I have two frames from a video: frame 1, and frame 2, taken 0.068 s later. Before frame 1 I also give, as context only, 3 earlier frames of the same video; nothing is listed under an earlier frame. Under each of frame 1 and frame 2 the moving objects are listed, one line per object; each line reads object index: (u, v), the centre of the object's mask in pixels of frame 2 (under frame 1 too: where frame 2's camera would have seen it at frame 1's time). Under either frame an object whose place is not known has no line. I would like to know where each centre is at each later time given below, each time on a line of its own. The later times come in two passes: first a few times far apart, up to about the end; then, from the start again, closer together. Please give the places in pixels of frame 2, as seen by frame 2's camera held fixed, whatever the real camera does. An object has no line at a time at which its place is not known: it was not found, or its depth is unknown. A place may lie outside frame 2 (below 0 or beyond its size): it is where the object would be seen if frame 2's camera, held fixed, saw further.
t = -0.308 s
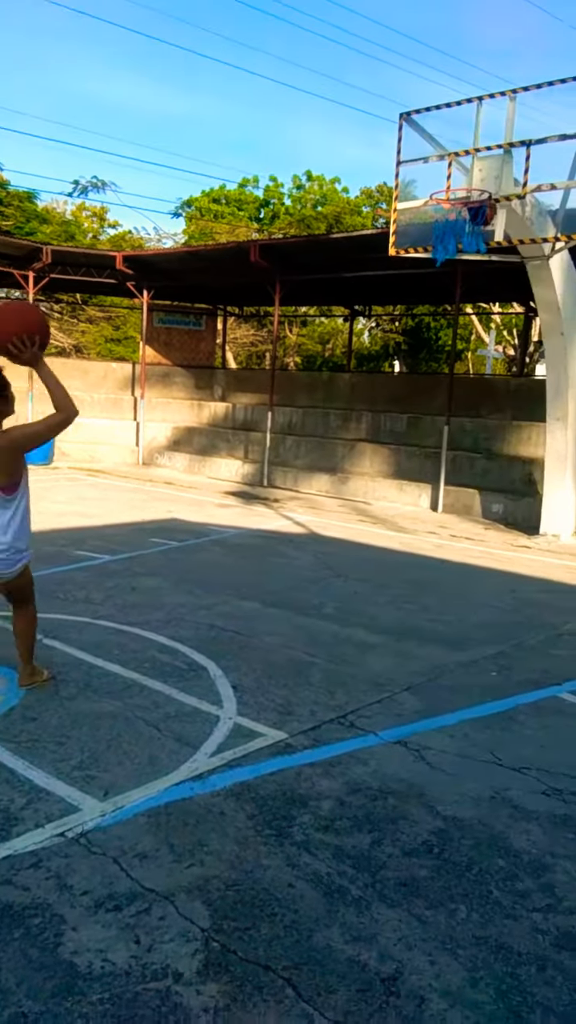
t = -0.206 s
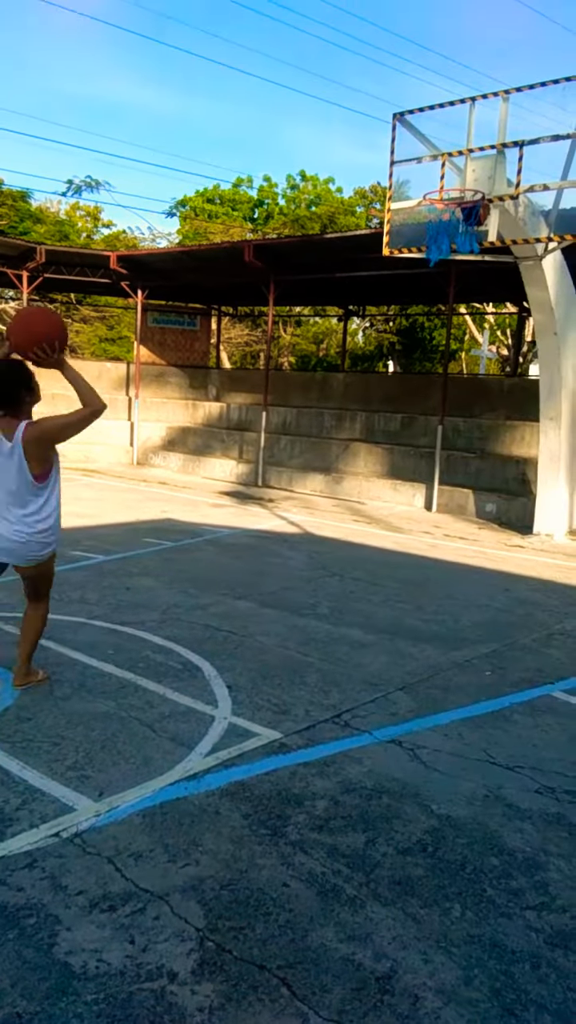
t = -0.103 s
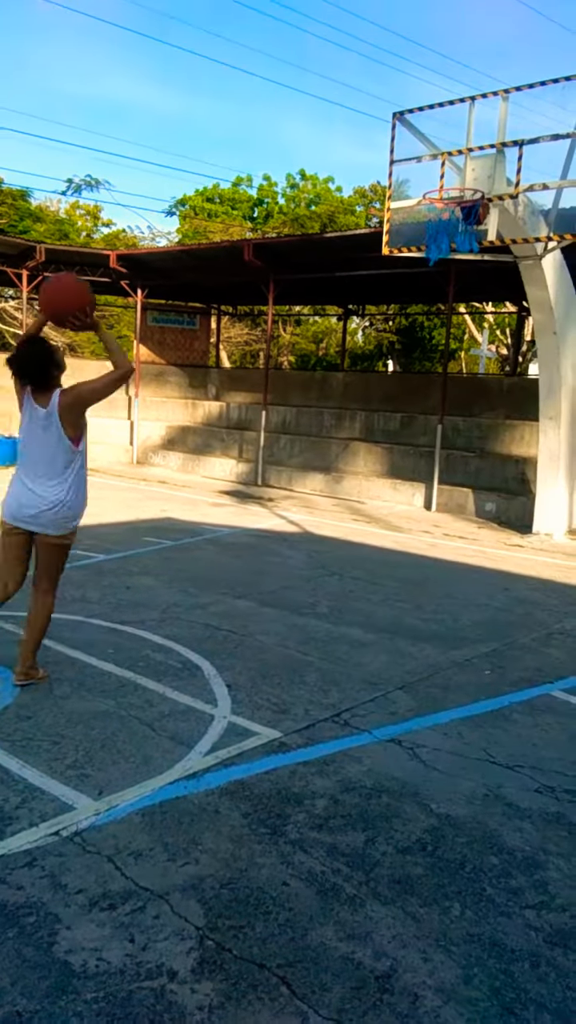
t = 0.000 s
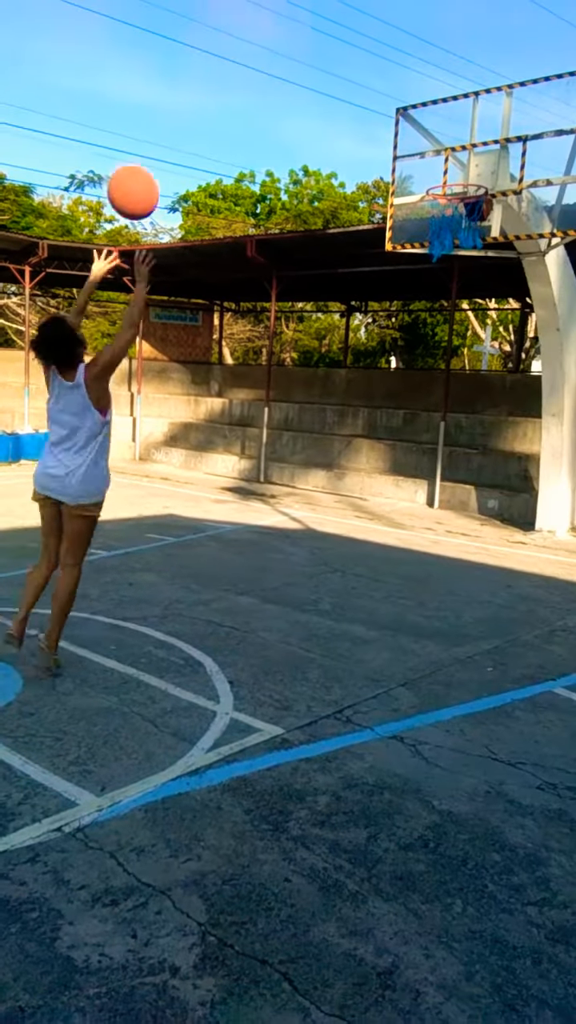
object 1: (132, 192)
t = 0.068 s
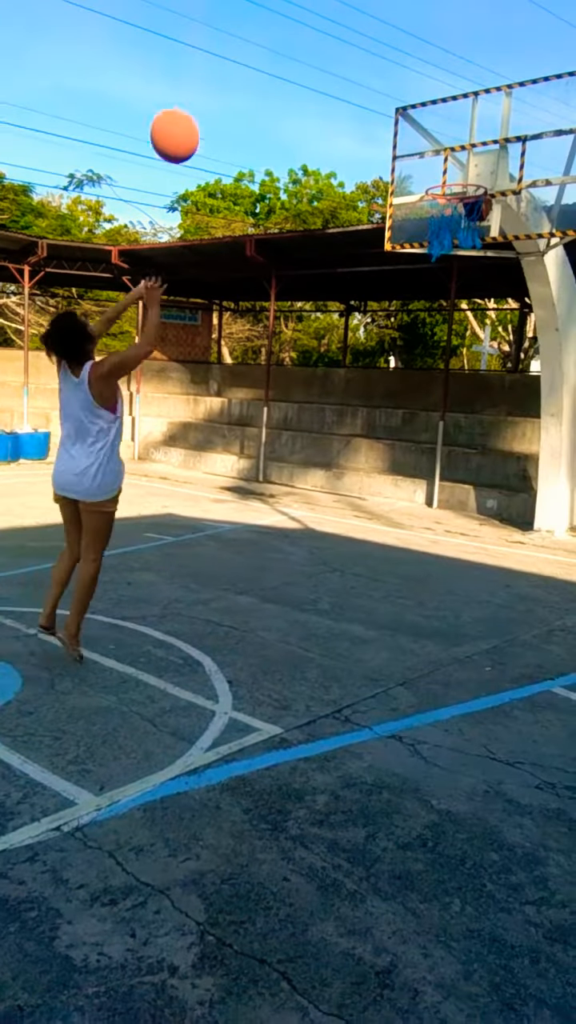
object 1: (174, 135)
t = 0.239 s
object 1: (262, 56)
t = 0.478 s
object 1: (350, 53)
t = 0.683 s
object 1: (401, 115)
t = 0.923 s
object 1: (428, 184)
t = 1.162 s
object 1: (398, 198)
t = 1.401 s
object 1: (343, 263)
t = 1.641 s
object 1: (285, 397)
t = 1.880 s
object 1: (235, 513)
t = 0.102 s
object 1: (194, 113)
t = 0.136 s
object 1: (212, 95)
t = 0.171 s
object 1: (230, 79)
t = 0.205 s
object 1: (247, 66)
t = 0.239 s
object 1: (262, 56)
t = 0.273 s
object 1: (277, 49)
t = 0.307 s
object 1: (291, 45)
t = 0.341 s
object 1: (304, 42)
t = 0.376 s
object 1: (316, 42)
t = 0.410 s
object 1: (328, 44)
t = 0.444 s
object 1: (339, 47)
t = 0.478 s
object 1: (350, 53)
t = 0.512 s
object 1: (360, 60)
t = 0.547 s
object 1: (369, 68)
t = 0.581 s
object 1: (378, 78)
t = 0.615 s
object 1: (386, 89)
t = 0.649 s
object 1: (393, 101)
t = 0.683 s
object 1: (401, 115)
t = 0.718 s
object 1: (407, 129)
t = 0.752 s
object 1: (414, 144)
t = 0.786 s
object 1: (419, 161)
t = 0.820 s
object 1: (424, 178)
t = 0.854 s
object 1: (426, 179)
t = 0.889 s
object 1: (427, 180)
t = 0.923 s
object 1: (428, 184)
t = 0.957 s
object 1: (427, 187)
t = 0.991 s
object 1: (428, 192)
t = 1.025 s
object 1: (425, 192)
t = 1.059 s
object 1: (418, 192)
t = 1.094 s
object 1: (411, 193)
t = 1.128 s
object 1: (404, 194)
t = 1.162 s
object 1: (398, 198)
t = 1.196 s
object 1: (390, 203)
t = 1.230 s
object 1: (382, 208)
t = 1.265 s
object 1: (375, 216)
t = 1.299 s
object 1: (368, 226)
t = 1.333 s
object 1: (360, 236)
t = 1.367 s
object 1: (351, 249)
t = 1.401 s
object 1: (343, 263)
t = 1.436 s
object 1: (335, 278)
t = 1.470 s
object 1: (327, 294)
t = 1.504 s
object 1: (319, 312)
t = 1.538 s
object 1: (310, 331)
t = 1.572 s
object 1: (302, 351)
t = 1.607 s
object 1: (293, 374)
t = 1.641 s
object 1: (285, 397)
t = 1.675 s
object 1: (277, 422)
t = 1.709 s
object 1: (268, 447)
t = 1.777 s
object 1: (251, 503)
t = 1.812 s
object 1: (243, 533)
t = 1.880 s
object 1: (235, 513)
